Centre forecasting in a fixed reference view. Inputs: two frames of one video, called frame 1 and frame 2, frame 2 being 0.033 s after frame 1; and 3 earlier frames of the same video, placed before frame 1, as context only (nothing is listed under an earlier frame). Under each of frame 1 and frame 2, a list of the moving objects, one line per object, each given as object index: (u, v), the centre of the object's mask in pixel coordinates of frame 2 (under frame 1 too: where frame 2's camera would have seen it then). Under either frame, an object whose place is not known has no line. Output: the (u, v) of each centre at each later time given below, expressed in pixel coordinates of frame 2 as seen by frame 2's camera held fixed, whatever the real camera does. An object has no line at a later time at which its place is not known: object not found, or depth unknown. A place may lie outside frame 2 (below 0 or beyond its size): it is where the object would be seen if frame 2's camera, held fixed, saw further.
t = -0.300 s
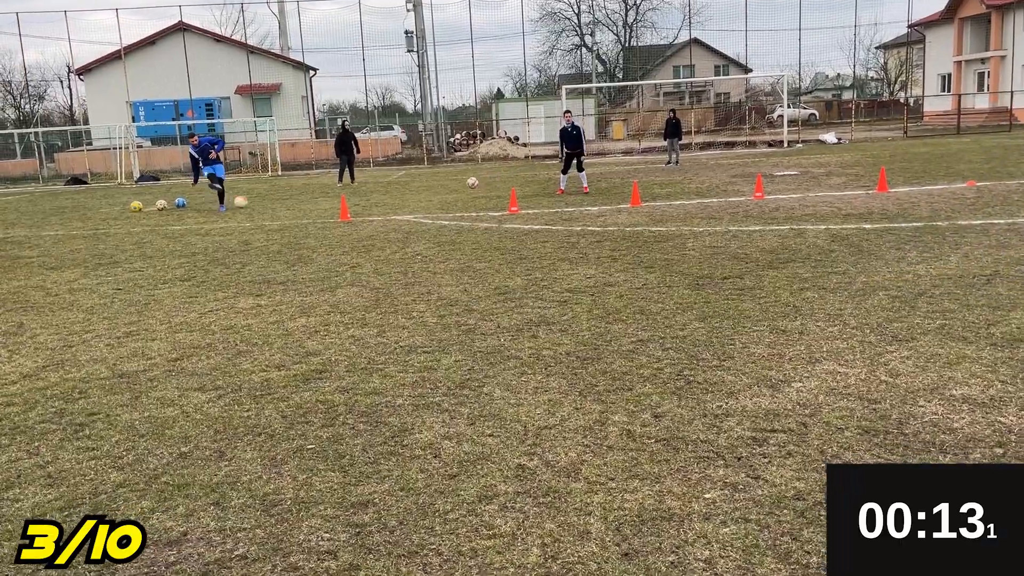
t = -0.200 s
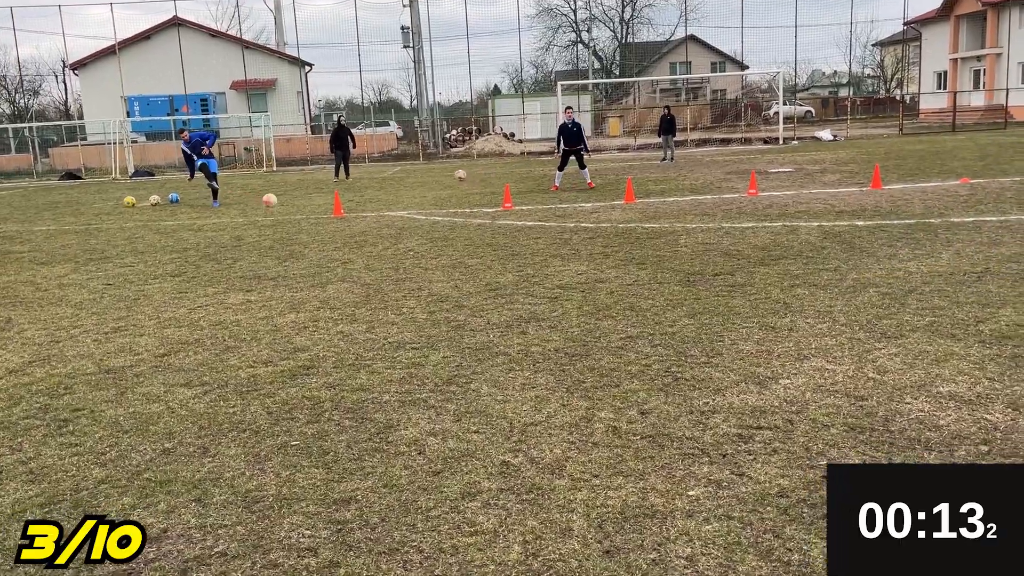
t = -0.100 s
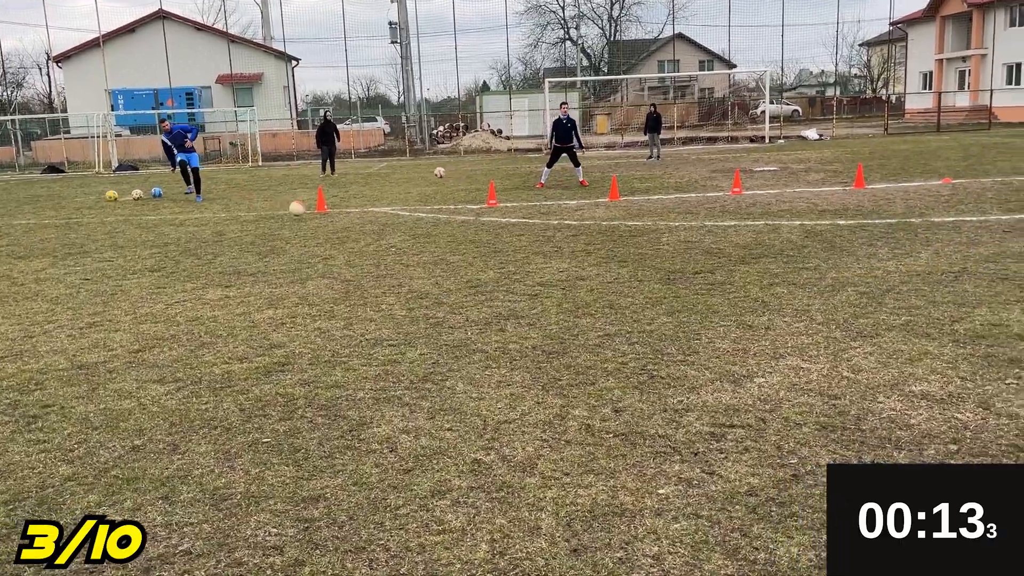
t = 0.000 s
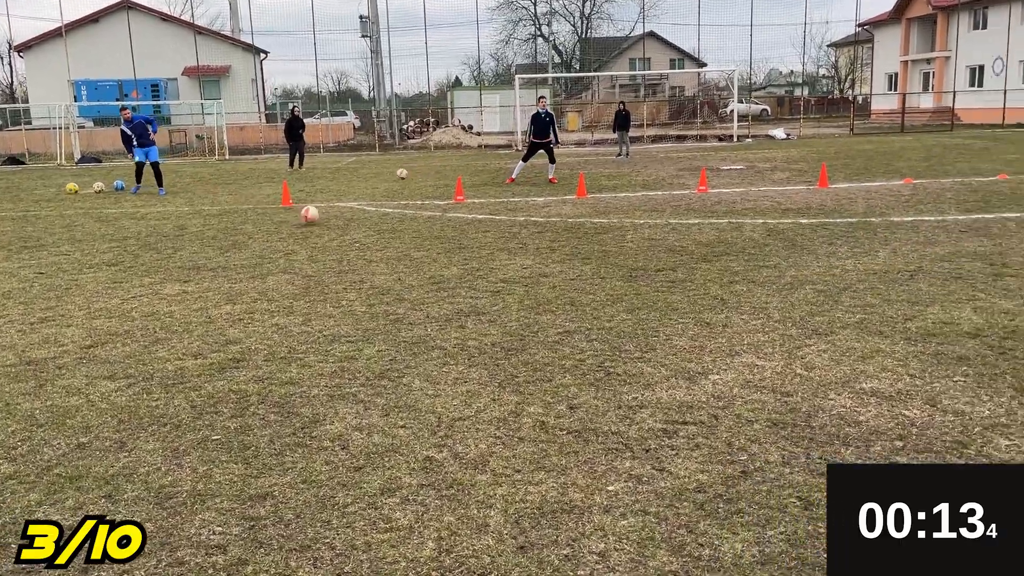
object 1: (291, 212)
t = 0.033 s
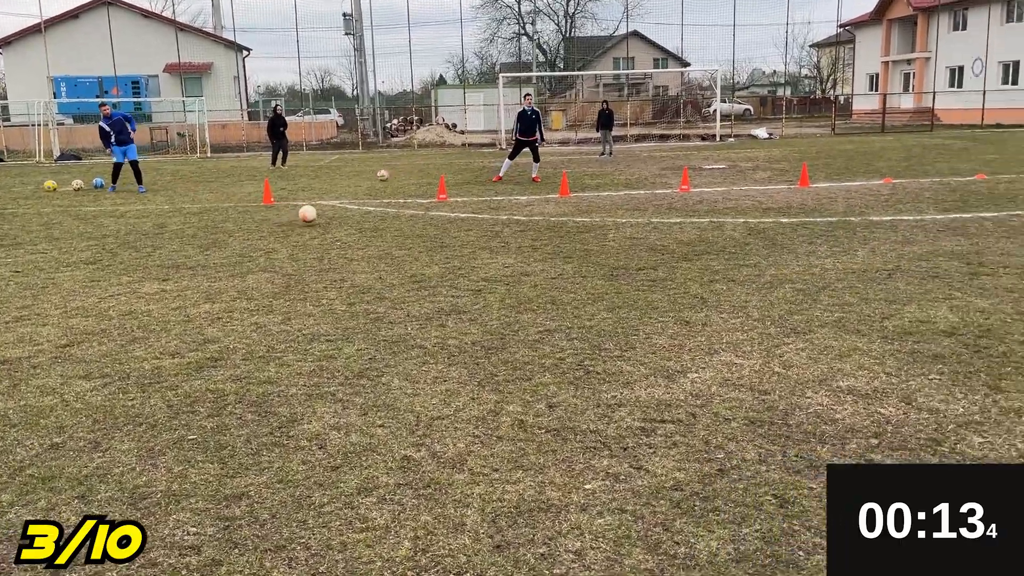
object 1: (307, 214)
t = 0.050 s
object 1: (316, 215)
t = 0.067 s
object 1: (325, 216)
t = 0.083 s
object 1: (334, 218)
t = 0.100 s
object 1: (344, 220)
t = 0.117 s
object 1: (354, 223)
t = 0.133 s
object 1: (364, 226)
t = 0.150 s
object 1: (372, 225)
